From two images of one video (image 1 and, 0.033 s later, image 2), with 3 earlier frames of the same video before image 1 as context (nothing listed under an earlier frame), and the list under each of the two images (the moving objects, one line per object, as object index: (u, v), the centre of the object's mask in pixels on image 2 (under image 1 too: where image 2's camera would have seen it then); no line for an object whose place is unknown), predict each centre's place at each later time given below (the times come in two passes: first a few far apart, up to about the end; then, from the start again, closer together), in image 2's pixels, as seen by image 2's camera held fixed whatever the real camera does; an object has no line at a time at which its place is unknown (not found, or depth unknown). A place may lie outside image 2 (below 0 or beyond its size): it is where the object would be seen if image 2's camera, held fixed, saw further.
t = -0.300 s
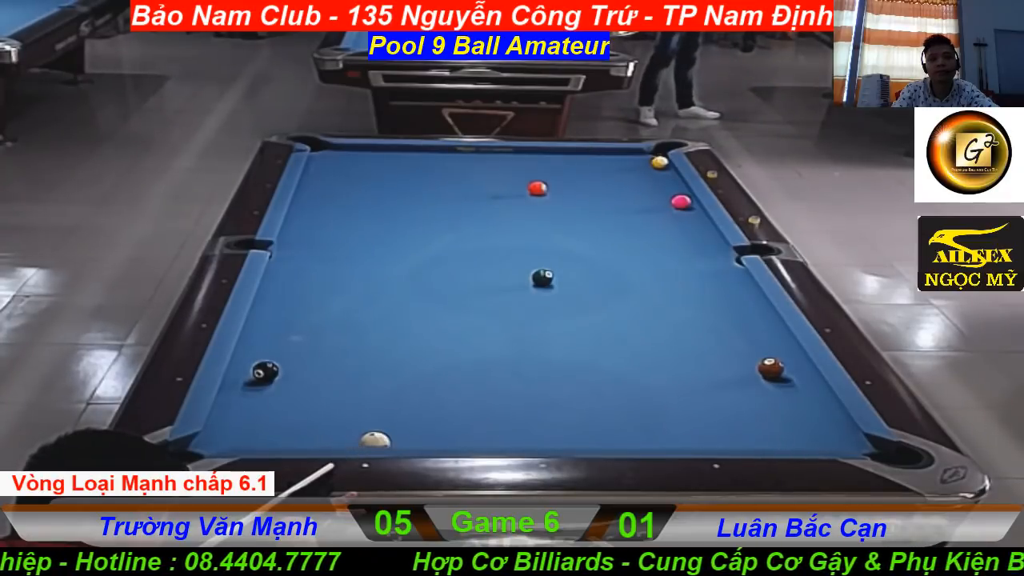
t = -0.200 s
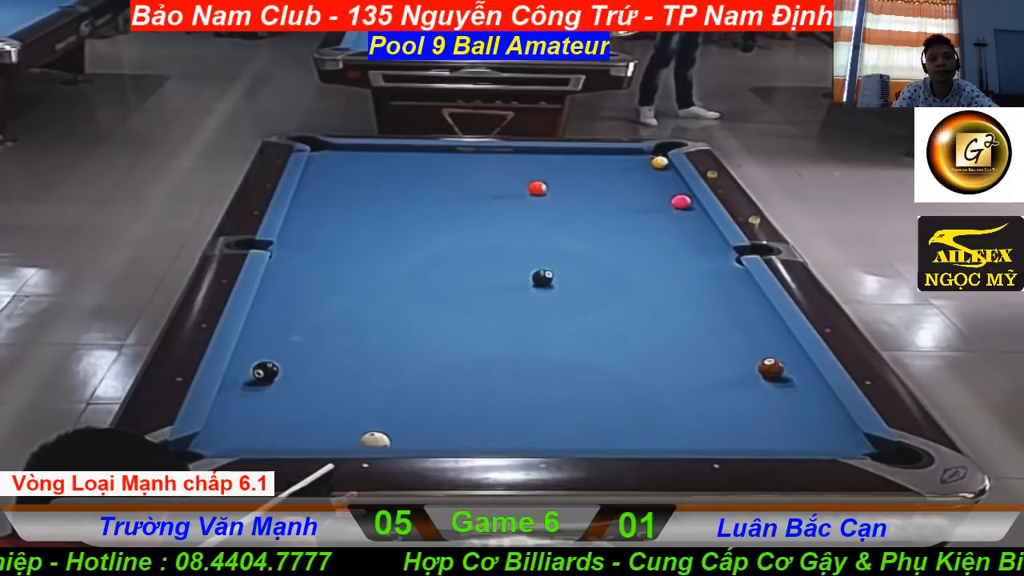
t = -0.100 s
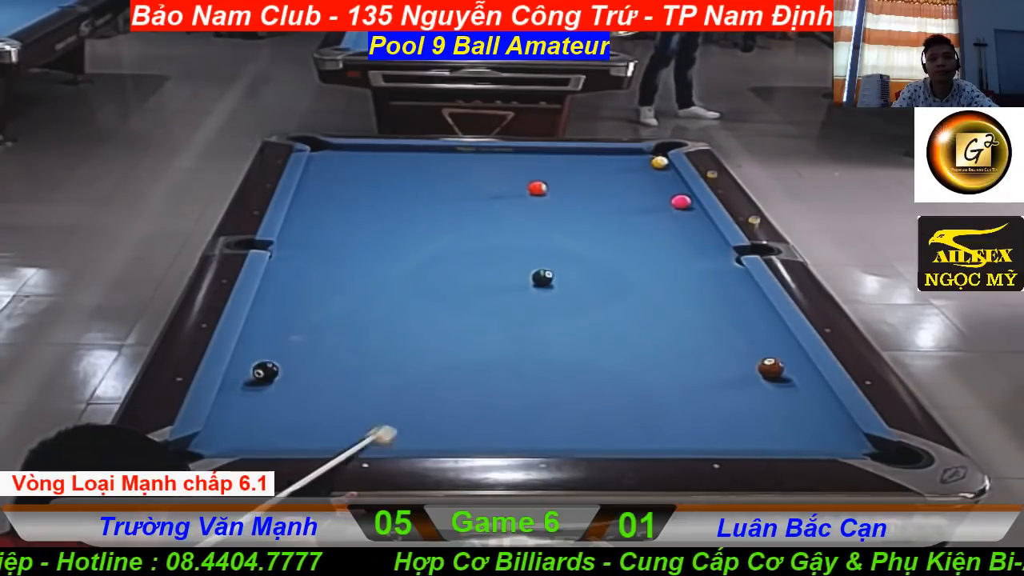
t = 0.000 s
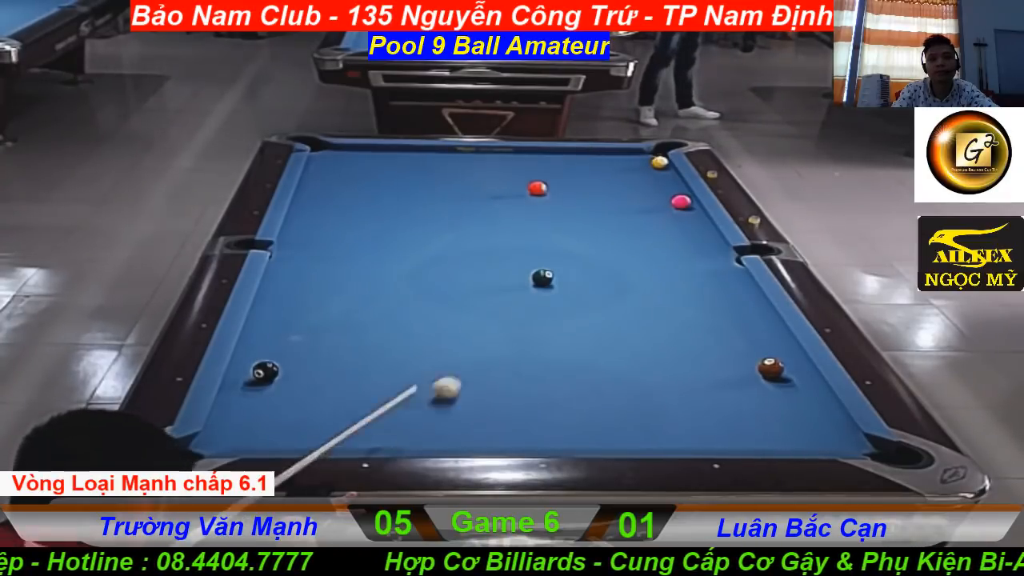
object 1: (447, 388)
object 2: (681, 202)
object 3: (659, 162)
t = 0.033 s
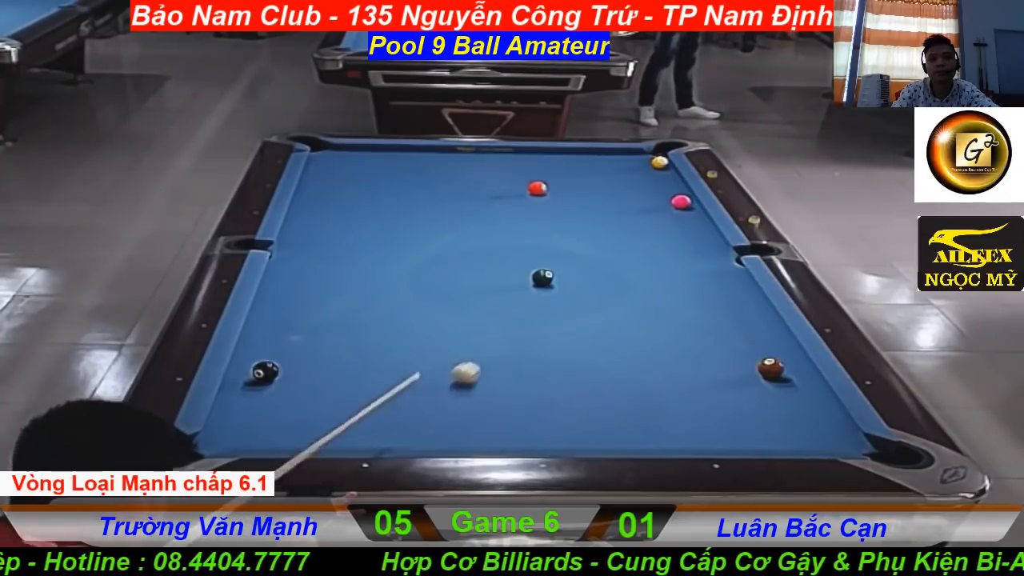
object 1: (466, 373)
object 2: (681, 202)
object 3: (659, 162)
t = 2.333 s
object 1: (480, 164)
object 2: (447, 161)
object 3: (596, 180)
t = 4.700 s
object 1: (366, 157)
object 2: (346, 181)
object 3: (531, 218)
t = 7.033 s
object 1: (358, 160)
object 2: (373, 185)
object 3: (516, 226)
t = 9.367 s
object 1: (358, 160)
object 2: (373, 185)
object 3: (516, 226)
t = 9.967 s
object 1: (358, 160)
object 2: (373, 185)
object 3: (516, 226)
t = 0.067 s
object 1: (484, 359)
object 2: (681, 202)
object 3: (659, 162)
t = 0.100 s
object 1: (501, 345)
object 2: (681, 202)
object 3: (659, 162)
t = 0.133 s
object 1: (518, 333)
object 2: (681, 202)
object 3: (659, 162)
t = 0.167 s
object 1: (533, 321)
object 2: (681, 202)
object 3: (659, 162)
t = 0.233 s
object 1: (562, 299)
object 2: (681, 202)
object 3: (659, 162)
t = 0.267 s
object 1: (576, 288)
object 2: (681, 202)
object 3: (659, 162)
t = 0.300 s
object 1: (589, 278)
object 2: (681, 202)
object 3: (659, 162)
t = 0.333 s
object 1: (601, 269)
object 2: (681, 202)
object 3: (659, 162)
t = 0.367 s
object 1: (613, 260)
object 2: (681, 202)
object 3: (659, 162)
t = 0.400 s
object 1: (624, 251)
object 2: (681, 202)
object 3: (659, 162)
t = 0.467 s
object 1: (645, 234)
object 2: (681, 202)
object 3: (659, 162)
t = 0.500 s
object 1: (656, 227)
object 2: (681, 202)
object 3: (659, 162)
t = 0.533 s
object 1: (665, 219)
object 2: (681, 202)
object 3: (659, 162)
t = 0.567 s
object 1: (674, 212)
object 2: (682, 201)
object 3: (659, 162)
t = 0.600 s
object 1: (683, 206)
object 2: (680, 197)
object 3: (659, 162)
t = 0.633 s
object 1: (692, 207)
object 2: (680, 194)
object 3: (659, 162)
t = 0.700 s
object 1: (684, 207)
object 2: (677, 183)
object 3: (659, 162)
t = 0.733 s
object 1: (678, 207)
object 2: (671, 178)
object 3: (659, 162)
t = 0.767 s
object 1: (671, 207)
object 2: (665, 174)
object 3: (659, 161)
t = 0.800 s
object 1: (665, 206)
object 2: (660, 171)
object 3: (659, 160)
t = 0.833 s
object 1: (660, 206)
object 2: (654, 166)
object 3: (661, 159)
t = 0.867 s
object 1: (654, 205)
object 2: (646, 165)
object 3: (662, 158)
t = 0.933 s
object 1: (645, 203)
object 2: (633, 163)
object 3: (653, 155)
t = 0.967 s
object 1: (640, 201)
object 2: (626, 162)
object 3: (649, 153)
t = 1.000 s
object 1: (635, 201)
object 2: (621, 161)
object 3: (646, 151)
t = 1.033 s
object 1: (630, 199)
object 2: (615, 160)
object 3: (643, 151)
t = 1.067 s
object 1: (626, 198)
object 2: (609, 159)
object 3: (642, 152)
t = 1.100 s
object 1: (621, 197)
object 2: (603, 158)
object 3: (641, 153)
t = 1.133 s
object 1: (617, 196)
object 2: (597, 157)
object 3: (640, 154)
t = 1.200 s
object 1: (608, 194)
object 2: (586, 155)
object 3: (638, 155)
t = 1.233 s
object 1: (603, 193)
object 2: (580, 154)
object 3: (636, 156)
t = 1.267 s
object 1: (599, 191)
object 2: (574, 153)
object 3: (635, 157)
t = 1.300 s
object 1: (594, 191)
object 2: (569, 152)
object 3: (634, 158)
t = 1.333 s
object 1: (590, 190)
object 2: (564, 151)
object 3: (633, 158)
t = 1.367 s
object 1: (586, 189)
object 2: (558, 150)
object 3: (632, 159)
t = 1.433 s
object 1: (577, 187)
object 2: (549, 150)
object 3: (629, 161)
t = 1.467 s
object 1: (573, 186)
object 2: (546, 151)
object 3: (628, 162)
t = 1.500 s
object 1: (569, 185)
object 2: (542, 151)
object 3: (626, 162)
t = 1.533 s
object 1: (565, 184)
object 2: (538, 151)
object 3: (625, 163)
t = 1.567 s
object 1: (562, 183)
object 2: (534, 152)
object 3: (624, 164)
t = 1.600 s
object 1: (558, 181)
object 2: (530, 152)
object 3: (623, 164)
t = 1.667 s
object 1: (550, 179)
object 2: (522, 153)
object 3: (620, 166)
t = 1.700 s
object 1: (547, 178)
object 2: (519, 154)
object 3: (619, 167)
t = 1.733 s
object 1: (542, 177)
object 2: (514, 154)
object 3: (618, 168)
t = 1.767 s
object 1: (539, 176)
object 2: (510, 155)
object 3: (617, 168)
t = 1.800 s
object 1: (535, 176)
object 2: (507, 155)
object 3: (615, 169)
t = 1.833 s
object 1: (531, 175)
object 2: (503, 155)
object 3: (614, 169)
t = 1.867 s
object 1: (527, 174)
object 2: (499, 156)
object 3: (613, 171)
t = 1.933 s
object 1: (520, 173)
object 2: (492, 157)
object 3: (611, 172)
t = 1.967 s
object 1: (517, 172)
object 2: (488, 157)
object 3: (610, 172)
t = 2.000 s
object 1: (513, 171)
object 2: (484, 157)
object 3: (608, 174)
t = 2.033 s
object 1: (510, 170)
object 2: (480, 158)
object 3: (607, 174)
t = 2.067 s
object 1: (506, 170)
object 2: (476, 158)
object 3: (606, 175)
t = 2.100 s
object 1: (503, 169)
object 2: (473, 158)
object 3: (605, 176)
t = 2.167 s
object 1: (496, 167)
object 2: (465, 159)
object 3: (602, 177)
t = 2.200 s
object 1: (493, 167)
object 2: (462, 159)
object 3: (601, 178)
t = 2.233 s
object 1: (490, 166)
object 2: (458, 160)
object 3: (600, 179)
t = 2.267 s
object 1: (487, 165)
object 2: (454, 160)
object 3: (598, 179)
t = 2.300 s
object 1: (483, 164)
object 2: (450, 160)
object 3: (597, 180)
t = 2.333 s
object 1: (480, 164)
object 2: (447, 161)
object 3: (596, 180)
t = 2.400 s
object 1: (474, 162)
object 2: (440, 161)
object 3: (594, 182)
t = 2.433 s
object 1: (471, 161)
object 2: (436, 162)
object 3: (592, 183)
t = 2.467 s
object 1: (468, 160)
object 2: (433, 162)
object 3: (591, 184)
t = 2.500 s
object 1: (465, 160)
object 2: (429, 162)
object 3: (590, 184)
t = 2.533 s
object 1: (462, 159)
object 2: (426, 163)
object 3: (589, 185)
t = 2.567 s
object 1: (459, 158)
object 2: (422, 163)
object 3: (588, 185)
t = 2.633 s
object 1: (454, 157)
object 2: (415, 164)
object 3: (586, 187)
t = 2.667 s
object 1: (451, 156)
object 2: (412, 164)
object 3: (585, 187)
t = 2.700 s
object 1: (448, 156)
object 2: (408, 164)
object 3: (584, 188)
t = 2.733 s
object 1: (445, 155)
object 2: (405, 165)
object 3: (583, 188)
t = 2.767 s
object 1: (443, 154)
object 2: (401, 165)
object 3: (581, 189)
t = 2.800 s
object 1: (440, 153)
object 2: (398, 165)
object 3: (580, 190)
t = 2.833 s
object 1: (437, 153)
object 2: (395, 166)
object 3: (579, 190)
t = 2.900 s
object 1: (432, 152)
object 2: (388, 166)
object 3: (577, 192)
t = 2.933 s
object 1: (429, 151)
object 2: (385, 167)
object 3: (576, 192)
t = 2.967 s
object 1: (427, 151)
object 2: (381, 167)
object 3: (575, 193)
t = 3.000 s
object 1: (424, 150)
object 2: (378, 167)
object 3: (574, 193)
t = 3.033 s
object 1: (422, 149)
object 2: (375, 168)
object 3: (573, 194)
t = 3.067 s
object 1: (419, 148)
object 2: (372, 168)
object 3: (572, 195)
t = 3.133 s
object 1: (415, 148)
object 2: (365, 169)
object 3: (570, 196)
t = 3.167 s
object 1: (413, 148)
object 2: (362, 169)
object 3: (569, 196)
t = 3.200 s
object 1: (412, 148)
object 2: (359, 169)
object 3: (568, 197)
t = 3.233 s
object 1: (410, 149)
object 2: (356, 170)
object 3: (567, 198)
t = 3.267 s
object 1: (409, 149)
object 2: (352, 170)
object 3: (566, 198)
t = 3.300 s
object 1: (408, 149)
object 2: (349, 170)
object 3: (565, 199)
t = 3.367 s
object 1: (404, 150)
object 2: (343, 171)
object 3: (564, 200)
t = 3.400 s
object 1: (403, 150)
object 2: (340, 171)
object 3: (562, 201)
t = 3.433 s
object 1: (402, 150)
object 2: (337, 171)
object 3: (562, 201)
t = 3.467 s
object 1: (401, 150)
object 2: (334, 171)
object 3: (561, 202)
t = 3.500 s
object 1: (399, 151)
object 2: (331, 172)
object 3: (560, 203)
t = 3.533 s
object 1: (398, 151)
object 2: (328, 172)
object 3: (559, 203)
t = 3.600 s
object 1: (396, 151)
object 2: (322, 173)
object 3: (557, 204)
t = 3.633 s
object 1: (394, 152)
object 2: (319, 173)
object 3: (556, 204)
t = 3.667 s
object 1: (393, 152)
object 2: (317, 174)
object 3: (555, 205)
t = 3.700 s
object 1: (392, 152)
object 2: (314, 174)
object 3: (554, 206)
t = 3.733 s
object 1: (391, 152)
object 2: (311, 174)
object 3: (553, 206)
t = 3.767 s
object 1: (389, 153)
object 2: (310, 174)
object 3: (552, 207)
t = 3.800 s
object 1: (389, 153)
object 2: (311, 175)
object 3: (552, 207)
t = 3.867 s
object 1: (386, 153)
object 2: (314, 175)
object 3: (550, 208)
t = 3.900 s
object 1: (385, 153)
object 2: (315, 175)
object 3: (549, 209)
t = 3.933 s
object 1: (384, 154)
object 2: (317, 176)
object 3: (548, 209)
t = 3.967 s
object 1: (383, 154)
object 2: (318, 176)
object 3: (547, 209)
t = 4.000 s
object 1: (382, 154)
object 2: (320, 176)
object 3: (546, 210)
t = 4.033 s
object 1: (381, 154)
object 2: (321, 177)
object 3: (545, 210)
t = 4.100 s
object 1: (379, 155)
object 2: (324, 177)
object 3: (544, 211)
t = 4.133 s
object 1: (379, 155)
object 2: (325, 177)
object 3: (543, 212)
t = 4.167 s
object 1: (378, 155)
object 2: (327, 177)
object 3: (543, 212)
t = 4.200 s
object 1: (376, 155)
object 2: (328, 178)
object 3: (542, 213)
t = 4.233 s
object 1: (376, 155)
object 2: (329, 178)
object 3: (541, 213)
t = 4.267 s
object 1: (375, 155)
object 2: (331, 178)
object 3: (540, 213)
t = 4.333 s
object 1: (373, 156)
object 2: (333, 178)
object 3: (539, 214)
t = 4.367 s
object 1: (372, 156)
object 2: (334, 179)
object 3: (538, 214)
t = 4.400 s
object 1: (372, 156)
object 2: (336, 179)
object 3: (537, 215)
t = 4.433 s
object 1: (371, 156)
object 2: (337, 179)
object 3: (536, 215)
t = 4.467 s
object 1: (370, 156)
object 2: (338, 179)
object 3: (536, 216)
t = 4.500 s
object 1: (370, 156)
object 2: (339, 179)
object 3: (535, 216)
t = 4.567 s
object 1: (368, 157)
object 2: (342, 180)
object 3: (534, 217)
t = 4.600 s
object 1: (368, 157)
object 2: (343, 180)
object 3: (533, 217)
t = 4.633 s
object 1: (367, 157)
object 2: (344, 180)
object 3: (532, 217)
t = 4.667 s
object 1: (367, 157)
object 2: (345, 180)
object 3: (532, 218)
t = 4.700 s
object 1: (366, 157)
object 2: (346, 181)
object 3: (531, 218)
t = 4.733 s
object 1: (365, 157)
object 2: (347, 181)
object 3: (531, 219)
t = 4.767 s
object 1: (365, 158)
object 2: (348, 181)
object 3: (530, 219)
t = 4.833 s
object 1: (364, 158)
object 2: (350, 181)
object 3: (529, 219)
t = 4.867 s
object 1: (363, 158)
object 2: (351, 181)
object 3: (529, 220)
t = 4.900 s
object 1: (363, 158)
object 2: (352, 182)
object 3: (528, 220)
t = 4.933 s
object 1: (363, 158)
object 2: (353, 182)
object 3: (527, 221)
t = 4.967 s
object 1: (362, 158)
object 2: (354, 182)
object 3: (527, 221)
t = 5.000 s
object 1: (362, 158)
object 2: (355, 182)
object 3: (526, 221)
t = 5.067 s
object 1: (361, 159)
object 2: (356, 182)
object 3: (525, 221)
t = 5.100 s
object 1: (361, 159)
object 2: (358, 183)
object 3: (525, 222)
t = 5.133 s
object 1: (360, 159)
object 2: (358, 183)
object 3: (525, 222)
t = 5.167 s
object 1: (360, 159)
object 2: (359, 183)
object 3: (524, 222)
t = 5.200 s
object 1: (360, 159)
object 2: (360, 183)
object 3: (524, 223)
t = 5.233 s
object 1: (359, 159)
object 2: (360, 183)
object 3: (523, 223)
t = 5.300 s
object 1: (359, 159)
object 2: (362, 183)
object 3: (522, 224)
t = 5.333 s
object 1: (359, 159)
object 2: (363, 184)
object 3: (522, 224)
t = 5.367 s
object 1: (358, 159)
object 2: (363, 184)
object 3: (521, 224)
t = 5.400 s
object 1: (358, 159)
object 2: (364, 184)
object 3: (521, 224)
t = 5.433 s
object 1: (358, 159)
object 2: (364, 184)
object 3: (521, 224)
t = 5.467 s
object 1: (358, 159)
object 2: (365, 184)
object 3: (520, 224)
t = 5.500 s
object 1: (358, 159)
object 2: (366, 184)
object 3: (520, 225)
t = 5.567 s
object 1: (358, 160)
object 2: (367, 184)
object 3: (519, 225)
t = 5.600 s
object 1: (358, 160)
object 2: (367, 184)
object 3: (519, 225)
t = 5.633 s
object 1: (358, 160)
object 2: (368, 184)
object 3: (518, 225)
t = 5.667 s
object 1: (358, 160)
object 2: (368, 184)
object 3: (518, 225)
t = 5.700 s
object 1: (358, 160)
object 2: (369, 184)
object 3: (518, 225)
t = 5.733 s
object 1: (358, 160)
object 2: (369, 184)
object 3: (518, 226)
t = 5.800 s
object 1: (358, 160)
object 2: (370, 185)
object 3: (517, 226)
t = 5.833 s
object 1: (358, 160)
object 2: (370, 185)
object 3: (517, 226)
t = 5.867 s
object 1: (358, 160)
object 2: (371, 185)
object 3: (517, 226)
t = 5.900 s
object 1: (358, 160)
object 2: (371, 185)
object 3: (517, 226)
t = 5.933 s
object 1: (358, 160)
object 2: (371, 185)
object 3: (517, 226)
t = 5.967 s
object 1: (358, 160)
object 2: (372, 185)
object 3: (517, 226)
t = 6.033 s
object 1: (358, 160)
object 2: (372, 185)
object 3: (516, 227)
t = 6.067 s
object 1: (358, 160)
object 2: (372, 185)
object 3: (516, 227)
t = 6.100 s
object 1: (358, 160)
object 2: (372, 185)
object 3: (516, 227)
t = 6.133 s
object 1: (358, 159)
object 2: (372, 185)
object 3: (516, 227)
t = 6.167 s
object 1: (357, 159)
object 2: (372, 185)
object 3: (516, 227)
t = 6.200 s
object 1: (357, 159)
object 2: (373, 185)
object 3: (516, 227)
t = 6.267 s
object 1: (358, 160)
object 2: (373, 185)
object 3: (516, 227)
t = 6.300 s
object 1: (358, 160)
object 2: (373, 185)
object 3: (516, 227)
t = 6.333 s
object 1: (357, 160)
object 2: (373, 185)
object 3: (516, 227)
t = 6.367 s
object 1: (357, 160)
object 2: (373, 185)
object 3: (516, 227)
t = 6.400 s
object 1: (357, 159)
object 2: (373, 185)
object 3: (516, 227)
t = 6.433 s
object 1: (357, 160)
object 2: (373, 185)
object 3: (516, 227)
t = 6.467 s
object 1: (357, 160)
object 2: (373, 185)
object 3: (516, 227)
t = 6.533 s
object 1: (357, 160)
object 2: (373, 185)
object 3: (516, 227)
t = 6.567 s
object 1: (357, 160)
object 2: (373, 185)
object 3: (516, 227)
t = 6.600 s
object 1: (357, 160)
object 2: (373, 185)
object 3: (516, 227)
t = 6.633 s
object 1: (357, 160)
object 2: (373, 185)
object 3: (516, 227)
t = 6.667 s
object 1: (357, 160)
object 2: (373, 185)
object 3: (516, 227)
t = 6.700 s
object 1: (357, 160)
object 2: (373, 185)
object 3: (516, 227)
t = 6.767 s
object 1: (358, 160)
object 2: (373, 185)
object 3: (516, 227)
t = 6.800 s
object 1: (357, 160)
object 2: (373, 185)
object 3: (516, 227)
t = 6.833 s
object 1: (357, 160)
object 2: (373, 185)
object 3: (516, 227)
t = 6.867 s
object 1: (358, 160)
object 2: (373, 185)
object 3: (516, 227)
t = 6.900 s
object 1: (357, 160)
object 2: (373, 185)
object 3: (516, 226)
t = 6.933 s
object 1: (357, 160)
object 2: (373, 185)
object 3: (516, 226)
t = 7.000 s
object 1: (358, 160)
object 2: (373, 185)
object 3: (516, 226)
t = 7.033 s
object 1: (358, 160)
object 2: (373, 185)
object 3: (516, 226)
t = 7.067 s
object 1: (358, 160)
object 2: (373, 185)
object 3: (516, 226)
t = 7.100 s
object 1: (358, 160)
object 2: (373, 185)
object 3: (516, 226)
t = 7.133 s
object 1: (358, 160)
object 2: (373, 185)
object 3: (516, 226)
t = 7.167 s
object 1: (358, 160)
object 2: (373, 185)
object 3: (516, 226)
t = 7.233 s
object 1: (358, 160)
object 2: (373, 185)
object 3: (516, 226)
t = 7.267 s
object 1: (358, 160)
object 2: (373, 185)
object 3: (516, 226)
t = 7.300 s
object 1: (358, 160)
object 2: (373, 185)
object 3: (516, 226)
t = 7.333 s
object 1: (358, 160)
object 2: (373, 185)
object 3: (516, 226)
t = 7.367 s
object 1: (358, 160)
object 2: (373, 185)
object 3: (516, 226)
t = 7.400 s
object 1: (358, 160)
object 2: (373, 185)
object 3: (516, 226)
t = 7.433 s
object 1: (358, 160)
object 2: (373, 185)
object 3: (516, 226)
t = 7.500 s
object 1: (358, 160)
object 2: (373, 185)
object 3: (516, 226)
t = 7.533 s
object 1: (358, 160)
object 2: (373, 185)
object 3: (516, 226)
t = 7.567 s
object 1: (358, 160)
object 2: (373, 185)
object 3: (516, 226)
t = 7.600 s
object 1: (358, 160)
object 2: (373, 185)
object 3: (516, 226)
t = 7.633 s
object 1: (358, 160)
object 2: (373, 185)
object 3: (516, 226)
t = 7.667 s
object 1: (358, 160)
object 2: (373, 185)
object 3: (516, 226)
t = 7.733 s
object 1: (358, 159)
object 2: (373, 185)
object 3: (516, 226)
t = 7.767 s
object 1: (358, 159)
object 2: (373, 185)
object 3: (516, 226)
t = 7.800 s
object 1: (358, 160)
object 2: (373, 185)
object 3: (516, 226)
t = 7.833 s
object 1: (358, 159)
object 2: (373, 185)
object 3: (516, 226)
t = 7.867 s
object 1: (358, 159)
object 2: (373, 185)
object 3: (516, 226)
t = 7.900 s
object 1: (358, 159)
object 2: (373, 185)
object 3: (516, 226)
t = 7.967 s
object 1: (358, 159)
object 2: (373, 185)
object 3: (516, 226)
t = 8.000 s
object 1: (358, 159)
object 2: (373, 185)
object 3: (516, 226)
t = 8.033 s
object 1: (358, 159)
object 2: (373, 185)
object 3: (516, 226)
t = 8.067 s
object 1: (358, 160)
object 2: (373, 185)
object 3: (516, 226)
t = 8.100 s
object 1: (358, 160)
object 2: (373, 185)
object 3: (516, 226)
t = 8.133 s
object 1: (358, 159)
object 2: (373, 185)
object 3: (516, 226)
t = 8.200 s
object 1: (358, 159)
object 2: (373, 185)
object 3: (516, 226)
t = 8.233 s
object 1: (358, 159)
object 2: (373, 185)
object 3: (516, 226)
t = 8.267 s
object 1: (358, 159)
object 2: (373, 185)
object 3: (516, 226)
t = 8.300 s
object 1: (358, 159)
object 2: (373, 185)
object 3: (516, 226)
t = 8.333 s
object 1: (358, 159)
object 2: (373, 185)
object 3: (516, 226)
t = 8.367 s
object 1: (358, 159)
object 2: (373, 185)
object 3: (516, 226)
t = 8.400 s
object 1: (358, 159)
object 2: (373, 185)
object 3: (516, 226)
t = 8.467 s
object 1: (358, 159)
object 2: (373, 185)
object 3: (516, 226)
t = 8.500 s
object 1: (358, 159)
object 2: (373, 185)
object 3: (516, 226)
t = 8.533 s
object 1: (358, 159)
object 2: (373, 185)
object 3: (516, 226)
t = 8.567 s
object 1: (358, 159)
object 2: (373, 185)
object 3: (516, 226)
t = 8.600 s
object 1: (358, 159)
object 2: (373, 185)
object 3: (516, 226)
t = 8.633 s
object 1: (358, 159)
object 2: (373, 185)
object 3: (516, 226)
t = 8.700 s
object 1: (358, 159)
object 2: (373, 185)
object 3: (516, 226)
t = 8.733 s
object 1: (358, 159)
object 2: (373, 185)
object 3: (516, 226)
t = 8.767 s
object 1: (358, 159)
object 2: (373, 185)
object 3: (516, 226)
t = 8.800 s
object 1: (358, 159)
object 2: (373, 185)
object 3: (516, 226)
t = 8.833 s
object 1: (358, 159)
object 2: (373, 185)
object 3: (516, 226)
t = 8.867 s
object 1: (358, 159)
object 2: (373, 185)
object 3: (516, 226)
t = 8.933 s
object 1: (358, 159)
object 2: (373, 185)
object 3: (516, 226)
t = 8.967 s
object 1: (358, 159)
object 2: (373, 185)
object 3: (516, 226)
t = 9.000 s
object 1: (358, 159)
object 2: (373, 185)
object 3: (516, 226)
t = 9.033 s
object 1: (358, 159)
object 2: (373, 185)
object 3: (516, 226)
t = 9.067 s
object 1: (358, 159)
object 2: (373, 185)
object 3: (516, 226)
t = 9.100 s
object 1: (358, 159)
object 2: (373, 185)
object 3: (516, 226)
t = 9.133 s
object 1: (358, 159)
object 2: (373, 185)
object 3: (516, 226)
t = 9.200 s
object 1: (358, 160)
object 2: (373, 185)
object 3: (516, 226)
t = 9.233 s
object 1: (358, 160)
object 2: (373, 185)
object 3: (516, 226)
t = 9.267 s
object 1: (358, 160)
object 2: (373, 185)
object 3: (516, 226)
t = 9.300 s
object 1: (358, 160)
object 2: (373, 185)
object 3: (516, 226)
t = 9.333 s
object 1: (358, 160)
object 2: (373, 185)
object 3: (516, 226)
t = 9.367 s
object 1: (358, 160)
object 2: (373, 185)
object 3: (516, 226)
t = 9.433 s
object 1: (358, 160)
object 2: (373, 185)
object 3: (516, 226)
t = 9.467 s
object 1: (358, 160)
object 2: (373, 185)
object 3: (516, 226)
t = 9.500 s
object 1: (358, 160)
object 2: (373, 185)
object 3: (516, 226)
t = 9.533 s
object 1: (358, 160)
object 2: (373, 185)
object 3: (516, 226)
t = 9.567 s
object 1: (358, 160)
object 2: (373, 185)
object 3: (516, 226)
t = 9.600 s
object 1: (358, 160)
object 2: (373, 185)
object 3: (516, 226)
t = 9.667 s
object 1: (358, 160)
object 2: (373, 185)
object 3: (516, 226)
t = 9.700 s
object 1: (358, 160)
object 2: (373, 185)
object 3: (516, 226)
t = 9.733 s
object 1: (358, 160)
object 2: (373, 185)
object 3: (516, 226)
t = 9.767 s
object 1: (358, 160)
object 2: (373, 185)
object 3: (516, 226)
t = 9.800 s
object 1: (358, 160)
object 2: (373, 185)
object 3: (516, 226)
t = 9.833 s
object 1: (358, 160)
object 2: (373, 185)
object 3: (516, 226)
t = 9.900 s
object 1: (358, 160)
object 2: (373, 185)
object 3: (516, 226)
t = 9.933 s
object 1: (358, 160)
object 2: (373, 185)
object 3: (516, 226)
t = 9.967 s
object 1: (358, 160)
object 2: (373, 185)
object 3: (516, 226)
